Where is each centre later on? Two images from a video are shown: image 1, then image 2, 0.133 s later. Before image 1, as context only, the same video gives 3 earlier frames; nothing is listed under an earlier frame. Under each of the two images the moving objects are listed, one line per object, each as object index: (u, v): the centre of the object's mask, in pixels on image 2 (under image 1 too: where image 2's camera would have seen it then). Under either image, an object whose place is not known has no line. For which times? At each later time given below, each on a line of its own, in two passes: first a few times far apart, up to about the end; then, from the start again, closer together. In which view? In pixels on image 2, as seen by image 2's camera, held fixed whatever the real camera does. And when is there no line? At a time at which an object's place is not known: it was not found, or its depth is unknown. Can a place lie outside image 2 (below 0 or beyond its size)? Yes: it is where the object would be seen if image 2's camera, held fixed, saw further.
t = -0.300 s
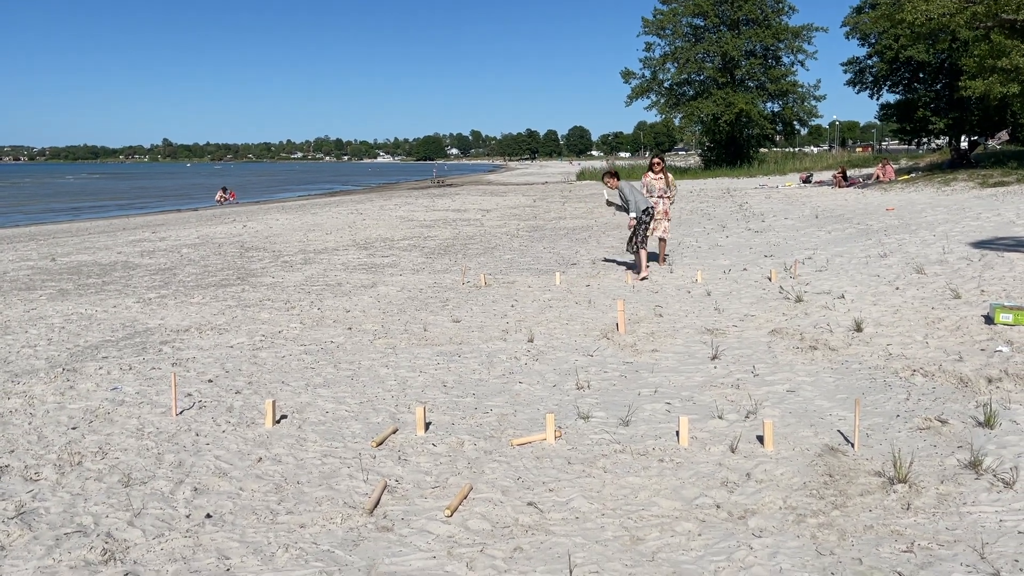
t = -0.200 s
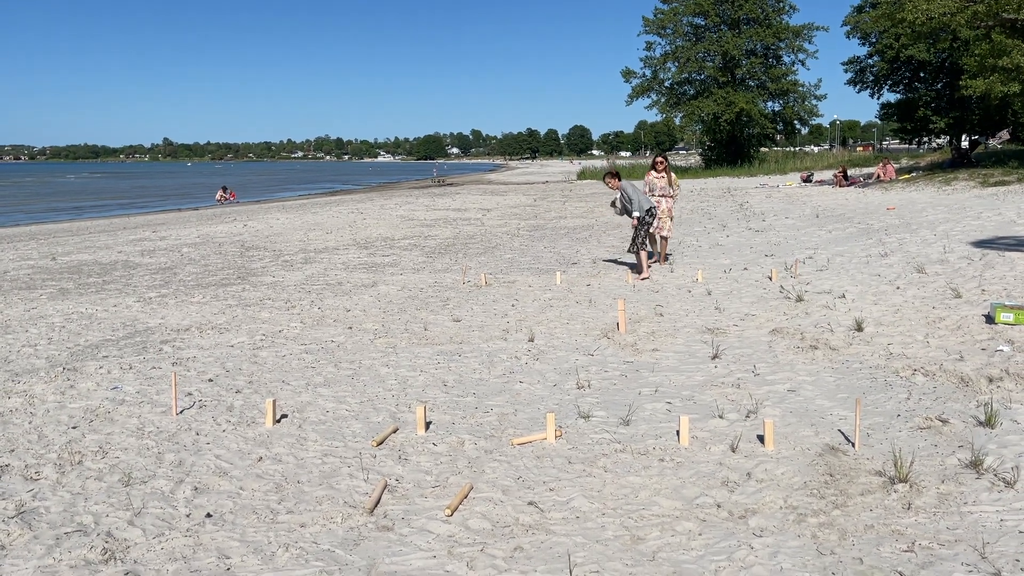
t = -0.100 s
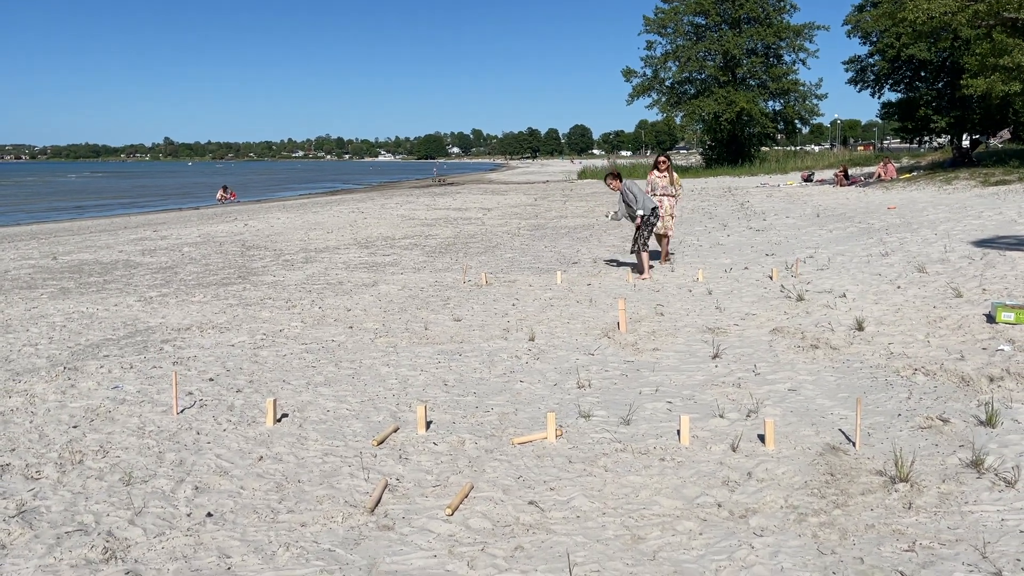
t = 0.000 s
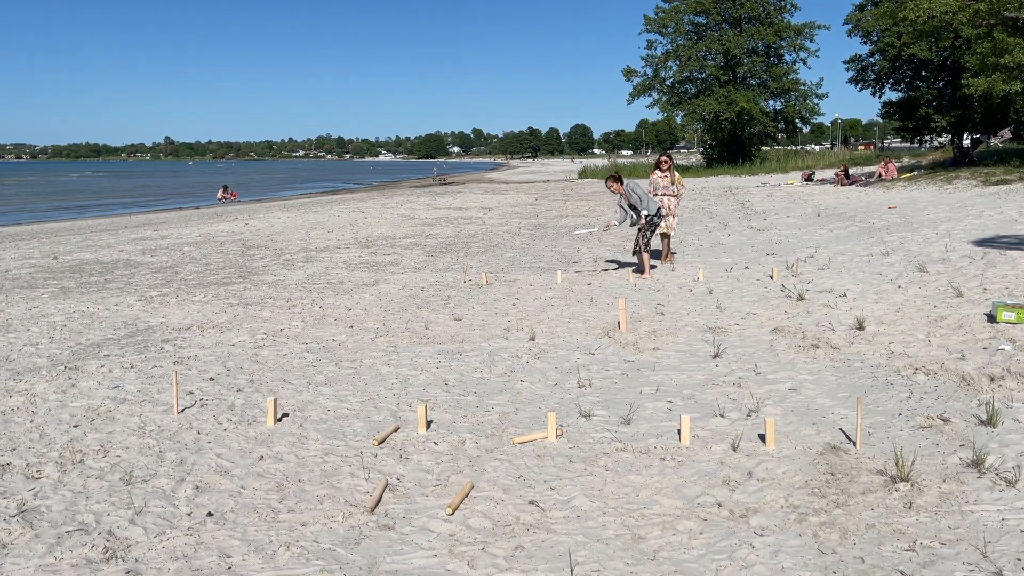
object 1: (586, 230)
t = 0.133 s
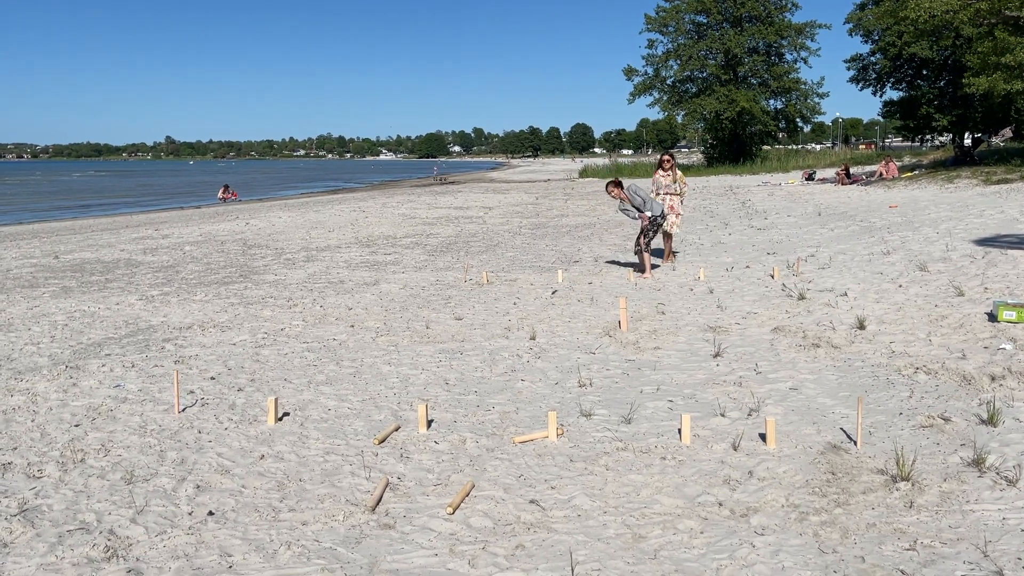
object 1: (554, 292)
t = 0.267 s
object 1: (505, 323)
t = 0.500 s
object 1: (424, 361)
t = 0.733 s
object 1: (327, 423)
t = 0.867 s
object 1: (285, 450)
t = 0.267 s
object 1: (505, 323)
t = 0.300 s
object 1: (495, 329)
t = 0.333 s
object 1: (484, 330)
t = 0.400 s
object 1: (464, 338)
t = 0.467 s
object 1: (438, 350)
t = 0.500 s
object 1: (424, 361)
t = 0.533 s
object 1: (409, 373)
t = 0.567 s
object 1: (394, 388)
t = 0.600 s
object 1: (382, 394)
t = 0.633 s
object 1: (367, 400)
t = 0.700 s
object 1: (343, 414)
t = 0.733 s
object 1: (327, 423)
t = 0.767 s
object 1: (303, 429)
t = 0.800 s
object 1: (296, 435)
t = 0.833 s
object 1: (288, 442)
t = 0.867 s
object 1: (285, 450)
